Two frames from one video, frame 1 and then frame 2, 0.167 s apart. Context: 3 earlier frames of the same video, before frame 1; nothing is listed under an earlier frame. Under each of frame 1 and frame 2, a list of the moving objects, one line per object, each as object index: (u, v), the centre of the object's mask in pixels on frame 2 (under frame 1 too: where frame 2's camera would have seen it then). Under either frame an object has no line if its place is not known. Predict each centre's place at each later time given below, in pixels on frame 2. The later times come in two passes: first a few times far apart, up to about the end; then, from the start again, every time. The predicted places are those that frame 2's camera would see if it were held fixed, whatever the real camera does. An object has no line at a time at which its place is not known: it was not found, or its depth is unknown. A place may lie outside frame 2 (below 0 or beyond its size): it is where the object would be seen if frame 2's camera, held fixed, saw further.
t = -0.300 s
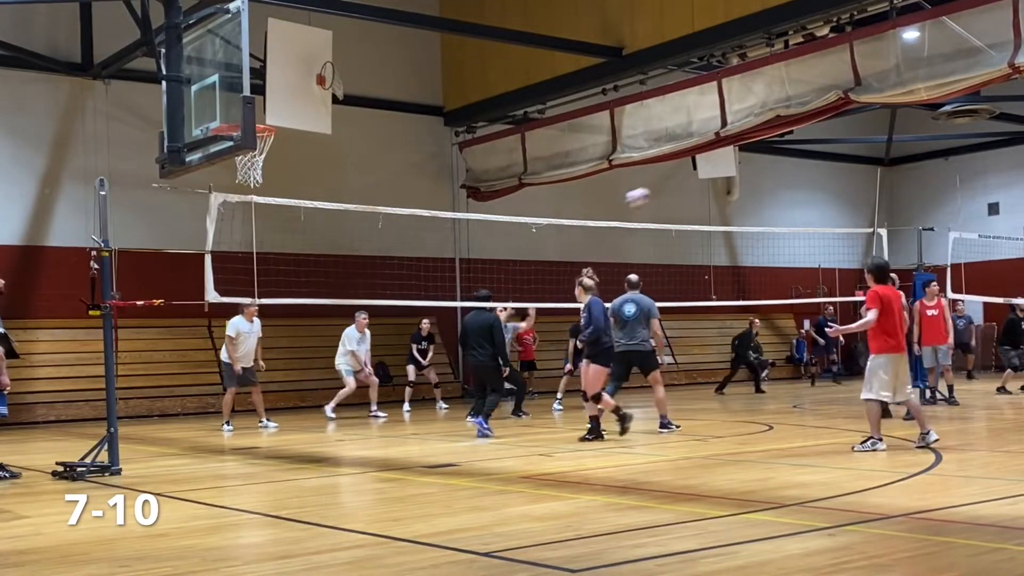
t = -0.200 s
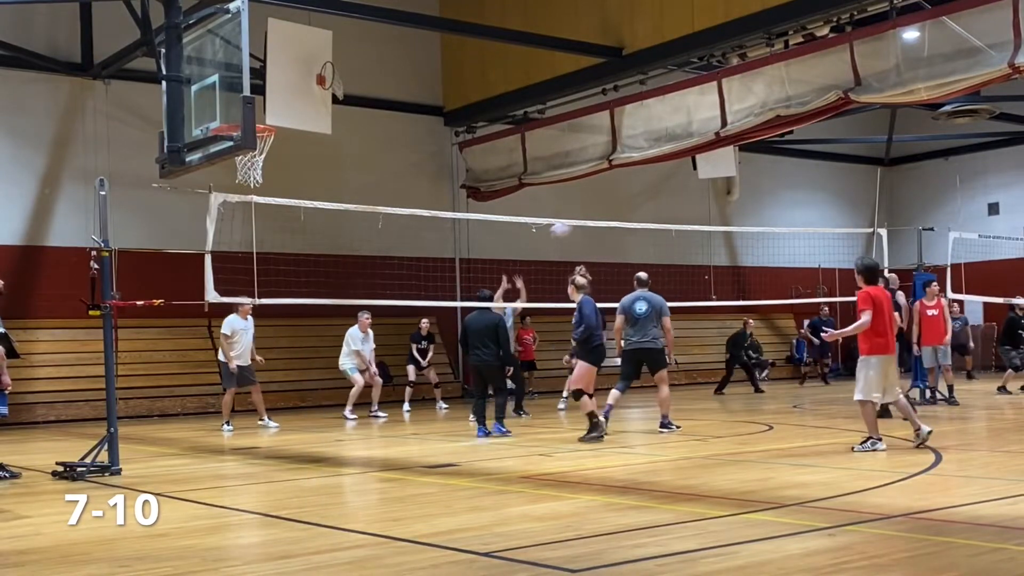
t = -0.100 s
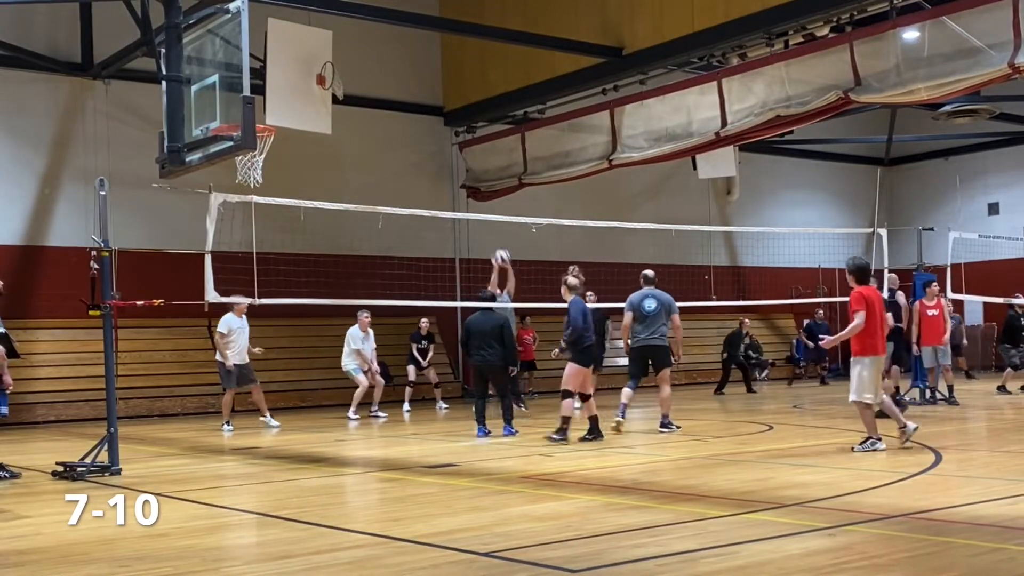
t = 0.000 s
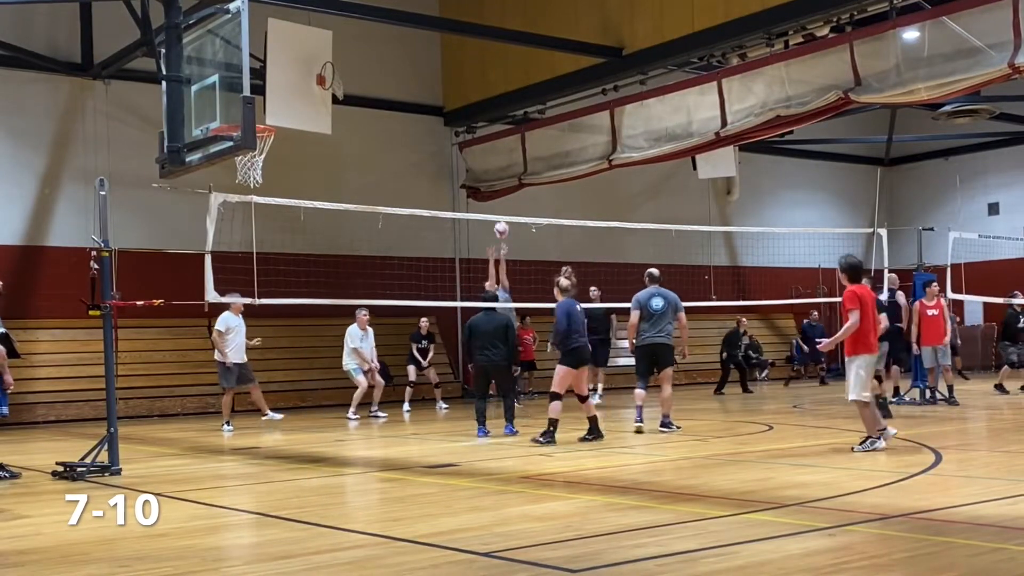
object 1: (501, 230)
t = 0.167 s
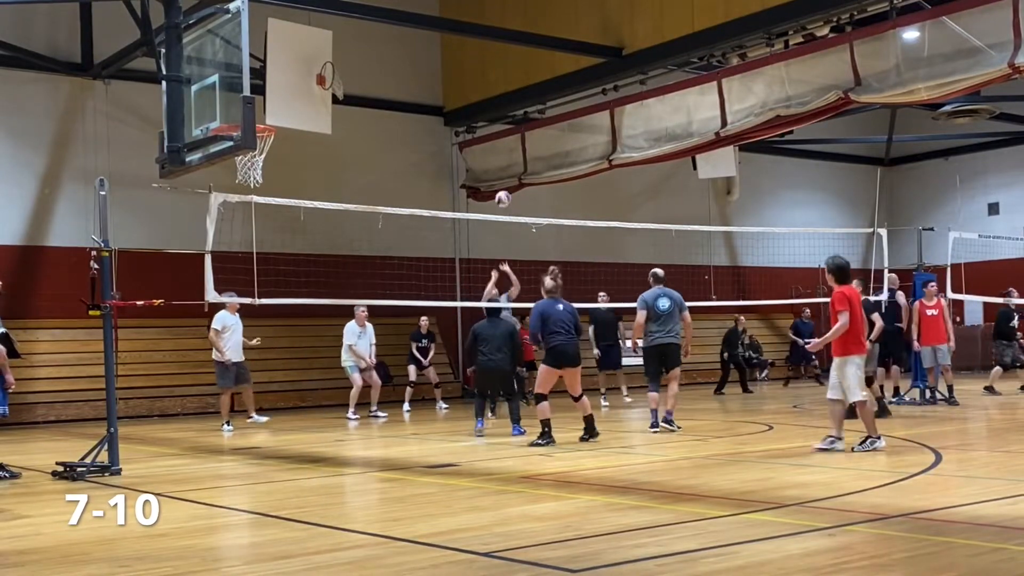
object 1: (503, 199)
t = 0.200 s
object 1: (503, 195)
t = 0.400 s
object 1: (506, 189)
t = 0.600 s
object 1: (511, 211)
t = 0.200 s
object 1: (503, 195)
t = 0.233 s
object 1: (503, 192)
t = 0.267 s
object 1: (504, 190)
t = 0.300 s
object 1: (505, 189)
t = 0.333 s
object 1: (505, 188)
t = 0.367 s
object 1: (506, 188)
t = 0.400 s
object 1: (506, 189)
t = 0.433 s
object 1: (507, 191)
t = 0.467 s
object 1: (508, 194)
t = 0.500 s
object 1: (508, 198)
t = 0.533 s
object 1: (509, 202)
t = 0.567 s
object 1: (510, 207)
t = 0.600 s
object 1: (511, 211)
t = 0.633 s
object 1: (511, 221)
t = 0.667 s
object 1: (512, 230)
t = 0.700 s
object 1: (513, 237)
